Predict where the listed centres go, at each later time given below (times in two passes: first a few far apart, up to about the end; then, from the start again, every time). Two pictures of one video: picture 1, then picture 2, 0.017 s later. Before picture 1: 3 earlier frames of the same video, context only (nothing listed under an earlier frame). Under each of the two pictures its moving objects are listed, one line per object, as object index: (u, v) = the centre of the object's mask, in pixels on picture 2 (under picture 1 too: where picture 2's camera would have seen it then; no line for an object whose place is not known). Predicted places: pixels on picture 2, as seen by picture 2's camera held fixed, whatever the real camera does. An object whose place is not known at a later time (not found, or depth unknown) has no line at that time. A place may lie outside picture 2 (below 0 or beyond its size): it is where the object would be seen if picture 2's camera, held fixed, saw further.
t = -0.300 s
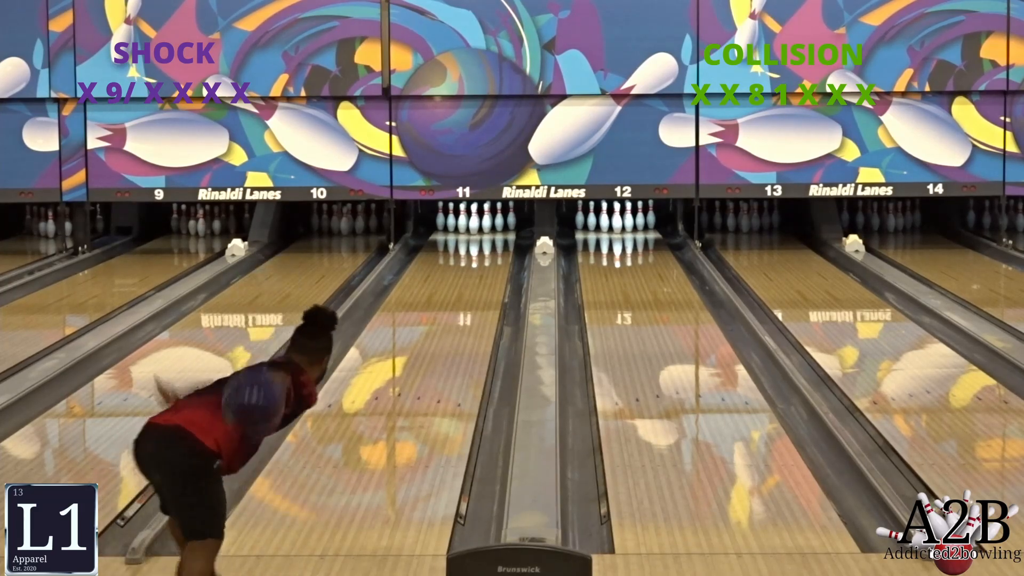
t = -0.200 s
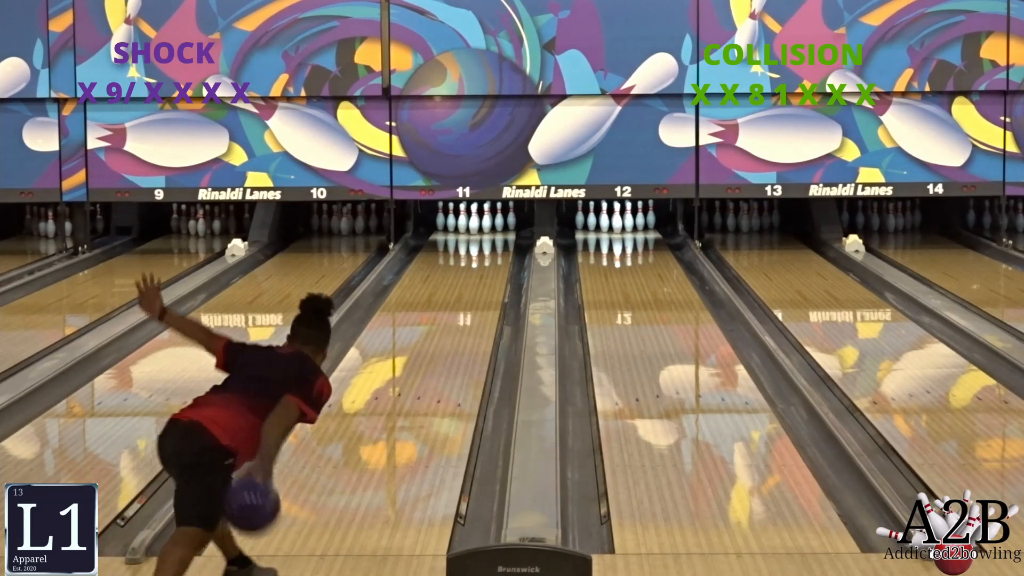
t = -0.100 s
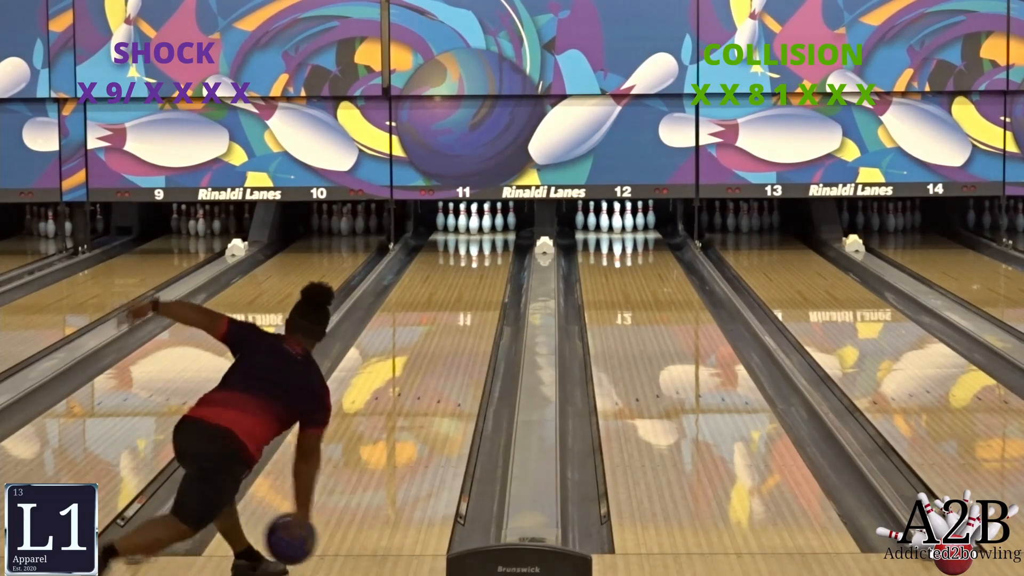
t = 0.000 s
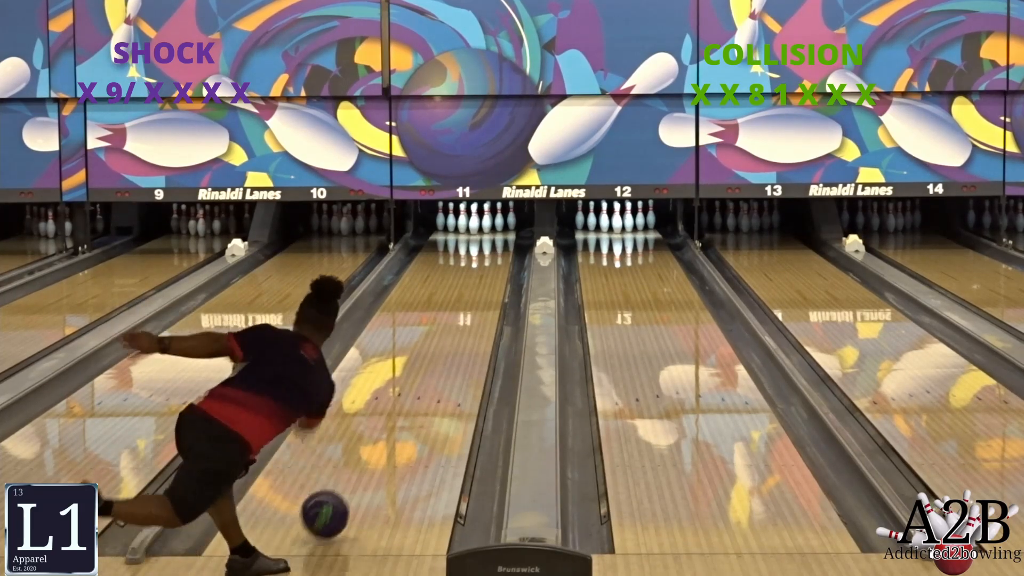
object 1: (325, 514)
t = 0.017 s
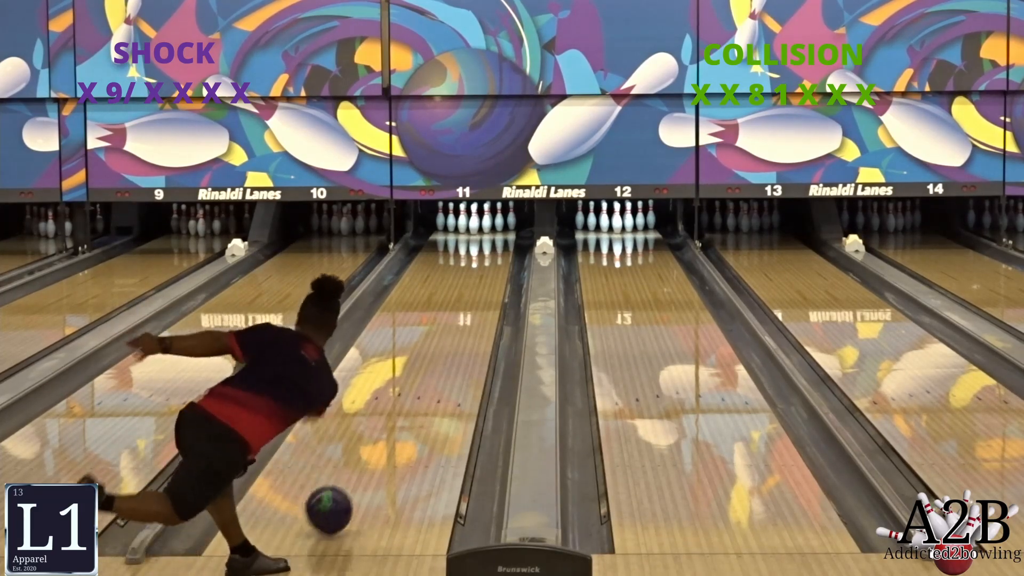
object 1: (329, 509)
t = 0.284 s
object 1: (383, 432)
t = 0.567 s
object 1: (422, 374)
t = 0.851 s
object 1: (449, 333)
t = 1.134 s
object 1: (468, 301)
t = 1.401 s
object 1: (482, 278)
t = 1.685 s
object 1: (491, 258)
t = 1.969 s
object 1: (491, 243)
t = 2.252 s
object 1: (479, 229)
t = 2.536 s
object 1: (469, 222)
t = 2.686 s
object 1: (469, 224)
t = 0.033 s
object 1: (333, 505)
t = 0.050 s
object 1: (337, 499)
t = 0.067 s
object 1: (341, 494)
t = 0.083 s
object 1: (345, 488)
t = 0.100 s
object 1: (349, 483)
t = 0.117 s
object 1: (352, 477)
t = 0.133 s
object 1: (356, 473)
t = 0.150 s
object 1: (359, 468)
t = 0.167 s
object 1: (362, 463)
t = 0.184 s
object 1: (365, 458)
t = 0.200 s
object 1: (368, 453)
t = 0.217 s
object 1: (372, 449)
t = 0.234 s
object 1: (375, 445)
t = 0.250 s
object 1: (378, 440)
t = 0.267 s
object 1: (380, 436)
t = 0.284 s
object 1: (383, 432)
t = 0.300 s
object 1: (386, 428)
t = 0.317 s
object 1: (388, 424)
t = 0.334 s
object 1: (391, 420)
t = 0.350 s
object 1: (394, 416)
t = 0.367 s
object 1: (396, 413)
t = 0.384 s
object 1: (398, 409)
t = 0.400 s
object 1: (401, 406)
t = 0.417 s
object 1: (403, 402)
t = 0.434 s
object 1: (405, 399)
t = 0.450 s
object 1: (407, 396)
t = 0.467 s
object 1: (409, 392)
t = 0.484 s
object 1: (412, 389)
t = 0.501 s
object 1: (414, 386)
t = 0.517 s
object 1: (416, 383)
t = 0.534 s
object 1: (418, 380)
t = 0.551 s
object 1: (420, 377)
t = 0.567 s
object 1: (422, 374)
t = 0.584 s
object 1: (424, 372)
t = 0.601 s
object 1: (425, 369)
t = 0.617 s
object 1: (427, 366)
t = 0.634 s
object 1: (429, 363)
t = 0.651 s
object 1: (431, 361)
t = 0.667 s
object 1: (432, 358)
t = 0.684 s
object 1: (434, 356)
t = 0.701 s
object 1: (435, 353)
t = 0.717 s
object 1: (437, 351)
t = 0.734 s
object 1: (439, 348)
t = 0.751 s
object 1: (440, 346)
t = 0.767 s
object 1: (442, 344)
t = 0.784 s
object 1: (443, 341)
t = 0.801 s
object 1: (445, 339)
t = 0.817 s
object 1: (446, 337)
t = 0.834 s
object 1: (447, 335)
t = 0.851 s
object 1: (449, 333)
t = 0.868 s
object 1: (450, 331)
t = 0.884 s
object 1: (451, 328)
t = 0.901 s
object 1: (452, 326)
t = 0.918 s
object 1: (454, 324)
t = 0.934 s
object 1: (455, 323)
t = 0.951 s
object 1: (456, 320)
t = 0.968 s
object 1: (457, 319)
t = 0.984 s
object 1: (459, 317)
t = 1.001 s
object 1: (460, 315)
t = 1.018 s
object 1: (461, 313)
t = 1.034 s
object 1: (462, 311)
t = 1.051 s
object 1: (463, 309)
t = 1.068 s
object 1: (464, 308)
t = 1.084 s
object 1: (465, 306)
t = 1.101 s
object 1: (466, 304)
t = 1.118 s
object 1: (467, 303)
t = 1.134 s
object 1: (468, 301)
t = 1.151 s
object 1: (469, 299)
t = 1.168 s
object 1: (470, 298)
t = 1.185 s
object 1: (471, 296)
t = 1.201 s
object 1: (472, 294)
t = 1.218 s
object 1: (473, 293)
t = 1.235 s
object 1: (474, 291)
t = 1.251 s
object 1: (475, 290)
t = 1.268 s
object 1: (475, 289)
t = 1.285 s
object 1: (476, 287)
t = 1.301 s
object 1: (477, 286)
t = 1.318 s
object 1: (478, 285)
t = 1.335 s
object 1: (479, 283)
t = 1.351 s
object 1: (479, 282)
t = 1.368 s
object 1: (480, 280)
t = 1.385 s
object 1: (481, 279)
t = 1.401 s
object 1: (482, 278)
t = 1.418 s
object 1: (482, 276)
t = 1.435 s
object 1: (483, 275)
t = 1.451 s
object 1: (484, 274)
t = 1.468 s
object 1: (485, 273)
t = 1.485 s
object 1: (485, 271)
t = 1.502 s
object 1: (486, 270)
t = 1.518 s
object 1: (486, 269)
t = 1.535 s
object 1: (487, 268)
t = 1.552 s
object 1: (487, 266)
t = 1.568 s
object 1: (488, 265)
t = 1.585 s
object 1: (489, 264)
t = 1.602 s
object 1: (489, 263)
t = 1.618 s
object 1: (490, 262)
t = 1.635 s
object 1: (490, 261)
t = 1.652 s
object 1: (490, 259)
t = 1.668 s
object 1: (491, 258)
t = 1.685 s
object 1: (491, 258)
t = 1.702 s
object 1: (491, 257)
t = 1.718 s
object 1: (492, 256)
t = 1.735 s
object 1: (492, 255)
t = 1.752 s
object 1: (492, 254)
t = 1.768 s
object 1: (492, 253)
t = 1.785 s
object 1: (492, 252)
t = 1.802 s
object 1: (492, 251)
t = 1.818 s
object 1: (492, 250)
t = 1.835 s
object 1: (492, 249)
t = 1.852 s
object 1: (492, 248)
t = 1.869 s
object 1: (492, 247)
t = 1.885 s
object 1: (492, 246)
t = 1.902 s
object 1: (492, 246)
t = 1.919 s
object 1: (491, 245)
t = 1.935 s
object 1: (491, 244)
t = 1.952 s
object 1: (491, 243)
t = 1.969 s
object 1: (491, 243)
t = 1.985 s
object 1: (490, 242)
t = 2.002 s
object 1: (490, 241)
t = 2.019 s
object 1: (489, 240)
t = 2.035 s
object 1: (489, 240)
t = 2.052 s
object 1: (488, 239)
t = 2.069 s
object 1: (488, 238)
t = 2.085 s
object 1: (487, 237)
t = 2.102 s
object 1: (486, 237)
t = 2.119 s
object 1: (486, 236)
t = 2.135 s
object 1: (485, 236)
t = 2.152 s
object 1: (485, 234)
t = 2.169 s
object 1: (483, 233)
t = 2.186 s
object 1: (482, 232)
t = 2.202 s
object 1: (481, 231)
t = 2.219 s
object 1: (480, 231)
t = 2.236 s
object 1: (480, 230)
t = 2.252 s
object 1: (479, 229)
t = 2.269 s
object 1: (478, 229)
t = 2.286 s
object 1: (477, 228)
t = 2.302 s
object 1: (477, 227)
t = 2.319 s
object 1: (477, 227)
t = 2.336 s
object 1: (476, 226)
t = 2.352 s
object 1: (476, 226)
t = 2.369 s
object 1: (477, 225)
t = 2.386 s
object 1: (475, 225)
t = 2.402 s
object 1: (474, 225)
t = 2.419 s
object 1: (473, 224)
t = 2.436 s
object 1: (472, 224)
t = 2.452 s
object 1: (471, 223)
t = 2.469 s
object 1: (469, 223)
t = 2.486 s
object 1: (469, 223)
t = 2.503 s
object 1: (469, 222)
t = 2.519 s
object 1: (468, 222)
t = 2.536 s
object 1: (469, 222)
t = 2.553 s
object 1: (468, 222)
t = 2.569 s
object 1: (469, 222)
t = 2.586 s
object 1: (469, 222)
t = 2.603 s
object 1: (469, 222)
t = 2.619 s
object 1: (468, 220)
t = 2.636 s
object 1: (469, 221)
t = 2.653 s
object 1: (471, 220)
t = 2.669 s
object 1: (471, 223)
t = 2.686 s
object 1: (469, 224)
